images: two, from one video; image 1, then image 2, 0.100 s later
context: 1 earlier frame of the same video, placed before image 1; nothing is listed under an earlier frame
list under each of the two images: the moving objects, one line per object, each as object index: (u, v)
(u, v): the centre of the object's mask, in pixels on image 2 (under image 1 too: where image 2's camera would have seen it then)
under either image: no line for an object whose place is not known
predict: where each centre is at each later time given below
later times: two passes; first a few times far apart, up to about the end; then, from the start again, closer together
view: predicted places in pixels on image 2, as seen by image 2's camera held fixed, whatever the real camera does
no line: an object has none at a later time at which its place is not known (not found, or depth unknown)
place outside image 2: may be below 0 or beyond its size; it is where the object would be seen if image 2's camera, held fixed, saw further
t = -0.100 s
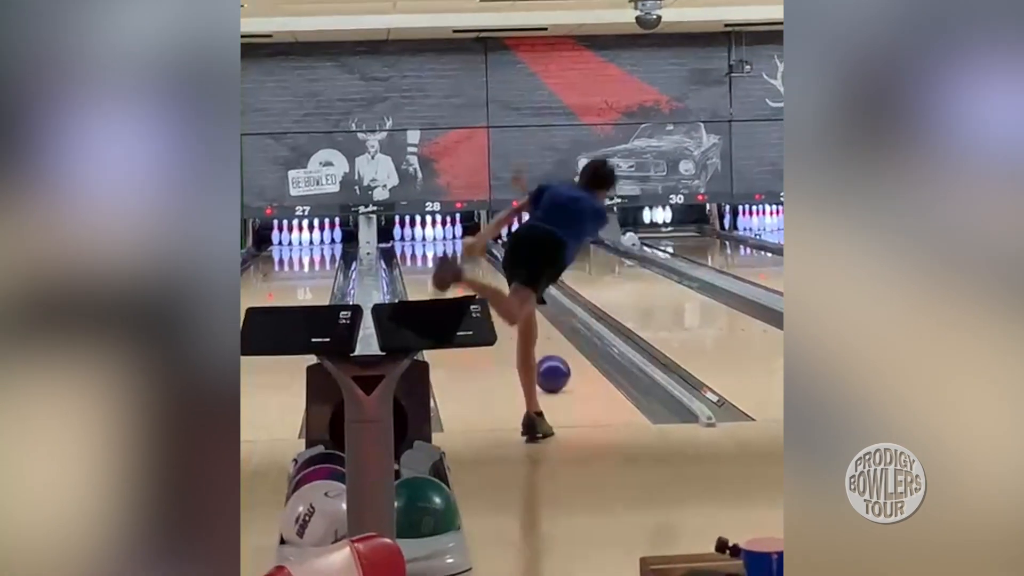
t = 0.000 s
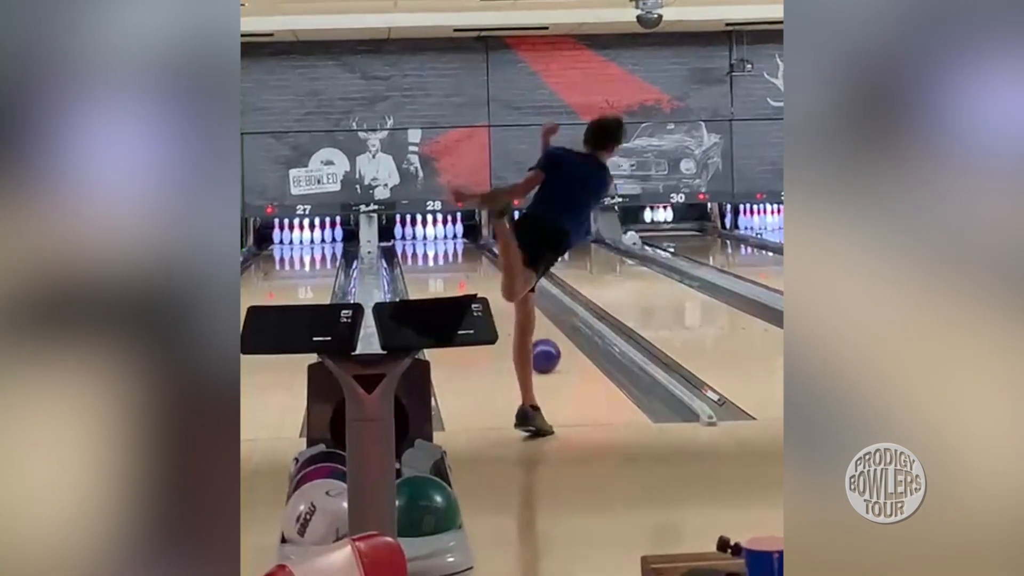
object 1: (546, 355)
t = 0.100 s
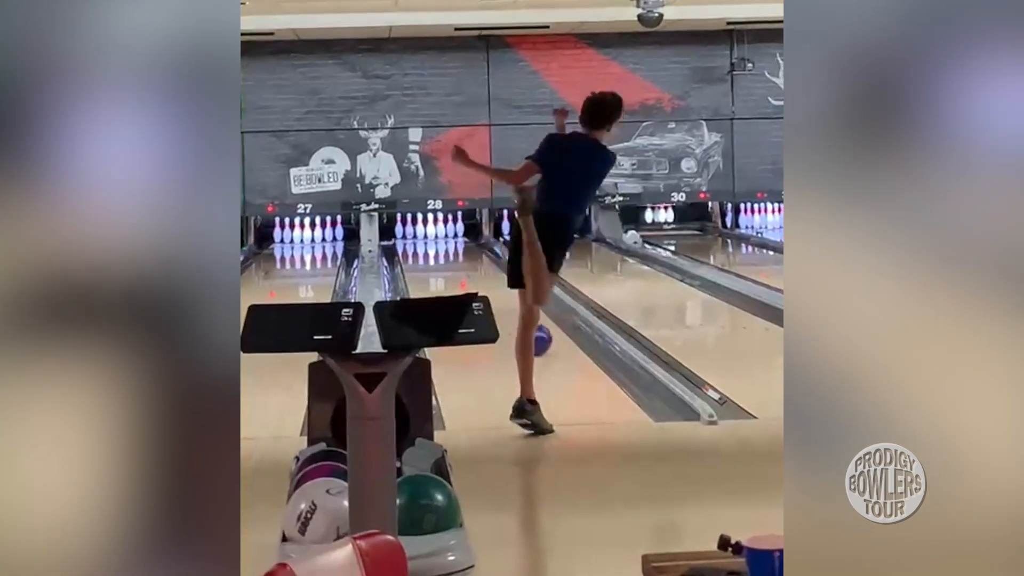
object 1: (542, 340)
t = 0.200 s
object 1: (519, 325)
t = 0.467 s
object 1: (512, 299)
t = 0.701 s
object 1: (500, 281)
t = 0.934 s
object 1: (488, 266)
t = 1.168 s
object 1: (476, 256)
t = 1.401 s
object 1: (463, 245)
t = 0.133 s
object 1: (542, 336)
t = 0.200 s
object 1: (519, 325)
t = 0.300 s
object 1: (521, 315)
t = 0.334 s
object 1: (520, 312)
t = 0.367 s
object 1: (517, 308)
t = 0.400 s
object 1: (516, 305)
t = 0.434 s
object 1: (514, 302)
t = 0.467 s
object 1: (512, 299)
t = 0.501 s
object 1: (511, 296)
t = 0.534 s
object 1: (509, 293)
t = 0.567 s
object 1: (507, 291)
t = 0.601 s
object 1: (506, 288)
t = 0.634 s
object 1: (504, 286)
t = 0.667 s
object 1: (502, 283)
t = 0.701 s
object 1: (500, 281)
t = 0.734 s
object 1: (498, 278)
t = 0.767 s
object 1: (497, 276)
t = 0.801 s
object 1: (495, 274)
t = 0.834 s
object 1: (493, 273)
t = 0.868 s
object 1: (491, 271)
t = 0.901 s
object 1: (490, 268)
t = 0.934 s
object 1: (488, 266)
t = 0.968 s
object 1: (486, 265)
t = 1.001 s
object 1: (484, 263)
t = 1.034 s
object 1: (482, 262)
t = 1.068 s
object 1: (480, 260)
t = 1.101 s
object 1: (479, 259)
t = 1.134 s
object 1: (477, 257)
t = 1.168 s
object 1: (476, 256)
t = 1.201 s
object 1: (474, 254)
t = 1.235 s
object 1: (473, 253)
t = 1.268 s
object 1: (471, 252)
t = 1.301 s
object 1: (468, 248)
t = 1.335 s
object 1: (467, 248)
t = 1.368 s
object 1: (465, 246)
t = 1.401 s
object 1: (463, 245)
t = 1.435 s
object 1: (461, 244)
